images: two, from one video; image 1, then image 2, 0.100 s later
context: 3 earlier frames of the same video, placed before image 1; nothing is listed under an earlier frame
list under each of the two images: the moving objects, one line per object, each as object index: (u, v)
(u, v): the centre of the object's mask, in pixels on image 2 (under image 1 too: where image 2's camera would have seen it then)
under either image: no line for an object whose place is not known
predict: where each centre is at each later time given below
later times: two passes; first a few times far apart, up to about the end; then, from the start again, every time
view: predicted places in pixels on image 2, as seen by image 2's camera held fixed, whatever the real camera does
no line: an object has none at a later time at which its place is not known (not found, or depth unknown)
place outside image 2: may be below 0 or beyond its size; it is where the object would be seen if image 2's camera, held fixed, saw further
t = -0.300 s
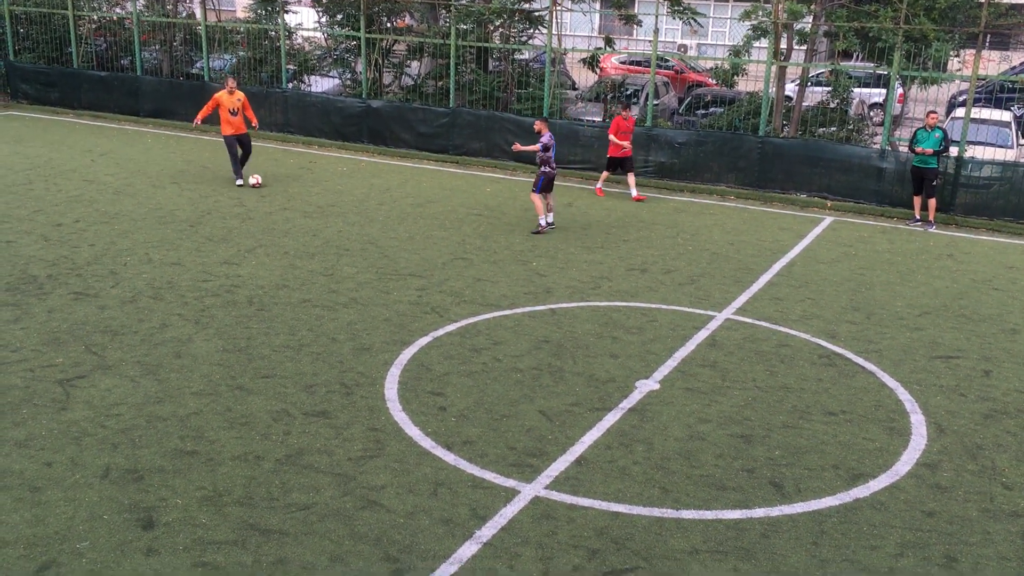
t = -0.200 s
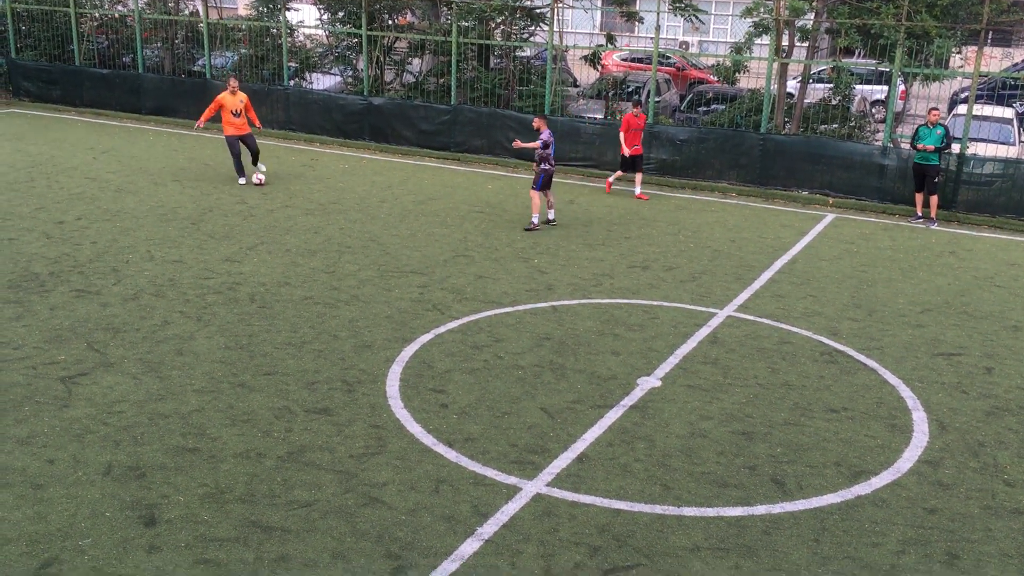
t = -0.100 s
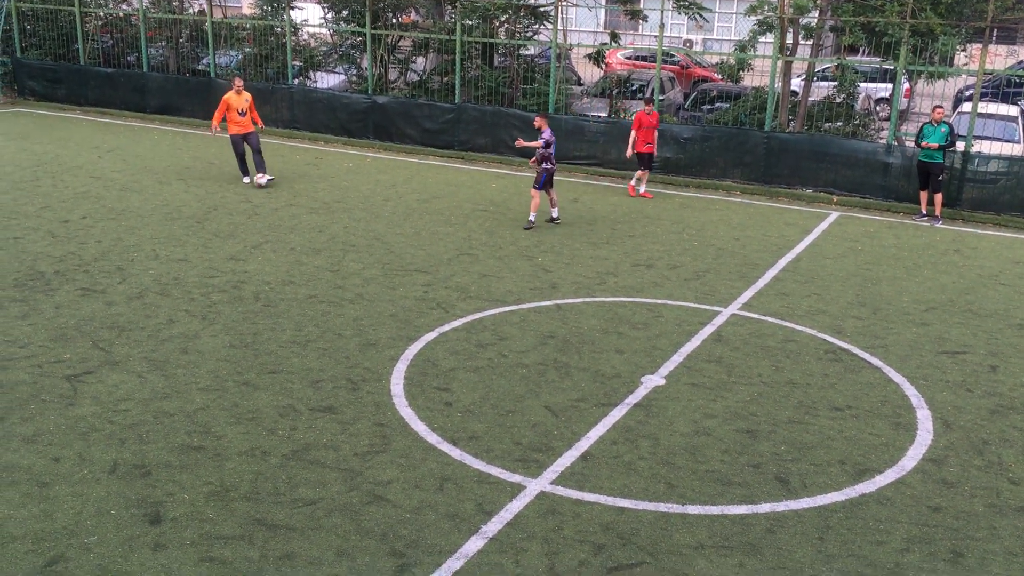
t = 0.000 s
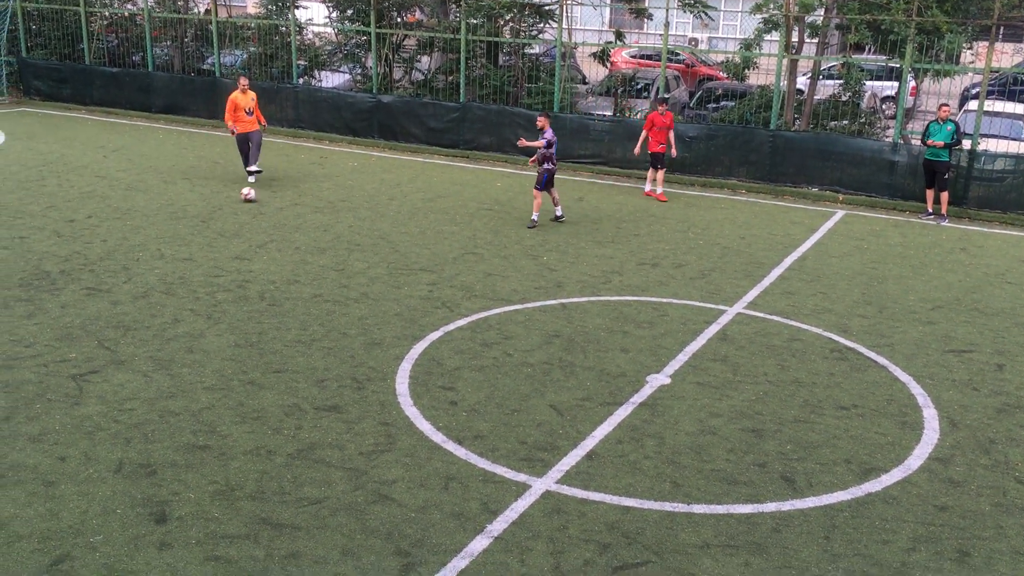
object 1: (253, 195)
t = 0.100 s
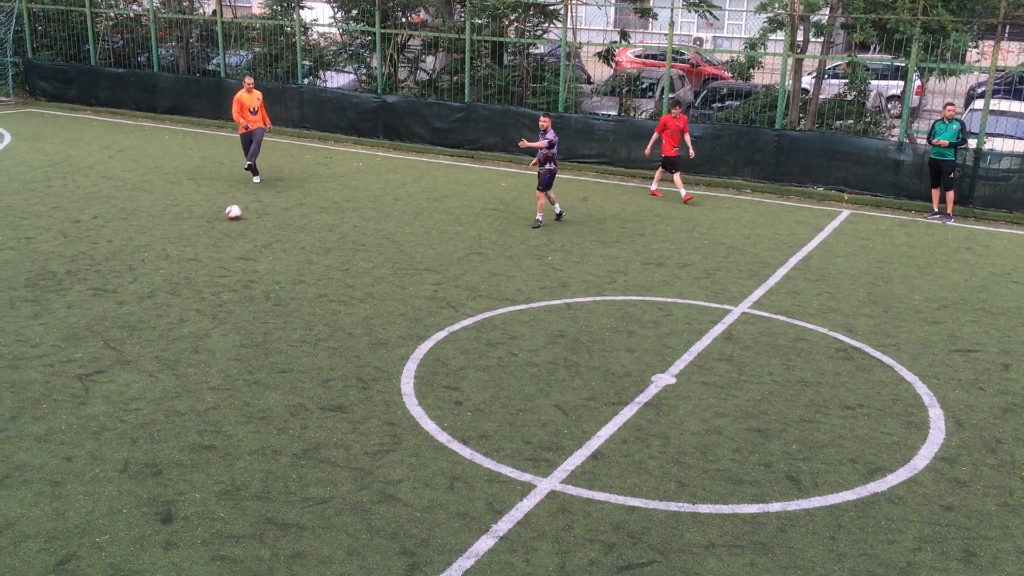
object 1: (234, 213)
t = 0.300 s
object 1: (190, 243)
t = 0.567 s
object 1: (125, 288)
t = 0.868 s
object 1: (41, 348)
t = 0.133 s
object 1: (227, 217)
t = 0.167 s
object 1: (220, 223)
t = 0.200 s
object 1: (212, 228)
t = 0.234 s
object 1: (206, 233)
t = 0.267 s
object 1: (197, 237)
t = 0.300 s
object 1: (190, 243)
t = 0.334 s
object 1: (182, 248)
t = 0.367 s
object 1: (175, 255)
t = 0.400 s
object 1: (167, 260)
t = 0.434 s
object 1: (158, 265)
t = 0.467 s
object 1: (150, 271)
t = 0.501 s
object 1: (142, 279)
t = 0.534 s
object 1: (134, 283)
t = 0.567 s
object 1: (125, 288)
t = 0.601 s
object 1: (116, 294)
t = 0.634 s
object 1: (108, 301)
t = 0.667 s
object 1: (99, 310)
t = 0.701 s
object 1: (90, 315)
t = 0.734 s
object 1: (81, 320)
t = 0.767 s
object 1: (71, 326)
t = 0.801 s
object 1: (61, 333)
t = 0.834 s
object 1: (51, 342)
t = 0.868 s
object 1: (41, 348)
